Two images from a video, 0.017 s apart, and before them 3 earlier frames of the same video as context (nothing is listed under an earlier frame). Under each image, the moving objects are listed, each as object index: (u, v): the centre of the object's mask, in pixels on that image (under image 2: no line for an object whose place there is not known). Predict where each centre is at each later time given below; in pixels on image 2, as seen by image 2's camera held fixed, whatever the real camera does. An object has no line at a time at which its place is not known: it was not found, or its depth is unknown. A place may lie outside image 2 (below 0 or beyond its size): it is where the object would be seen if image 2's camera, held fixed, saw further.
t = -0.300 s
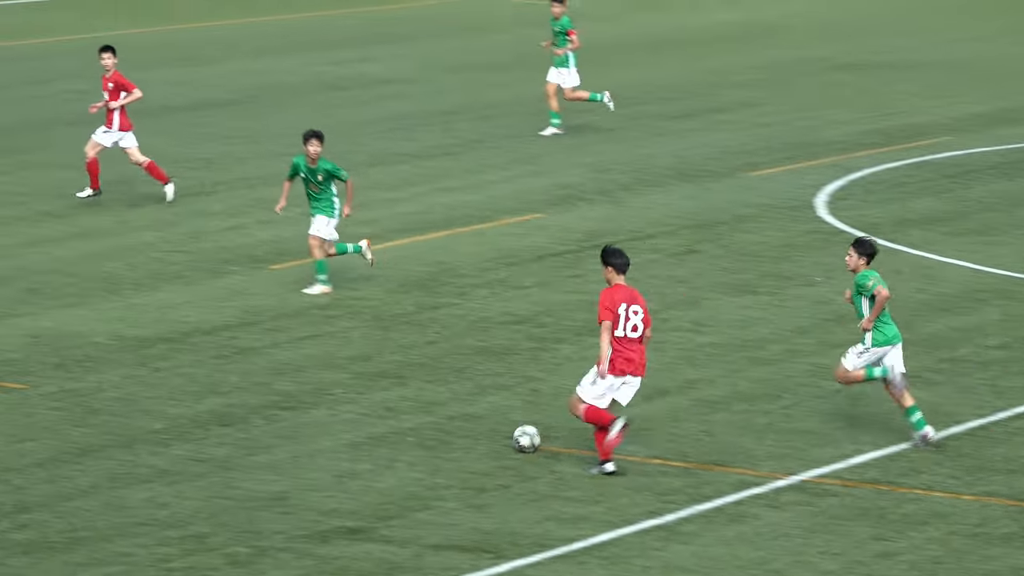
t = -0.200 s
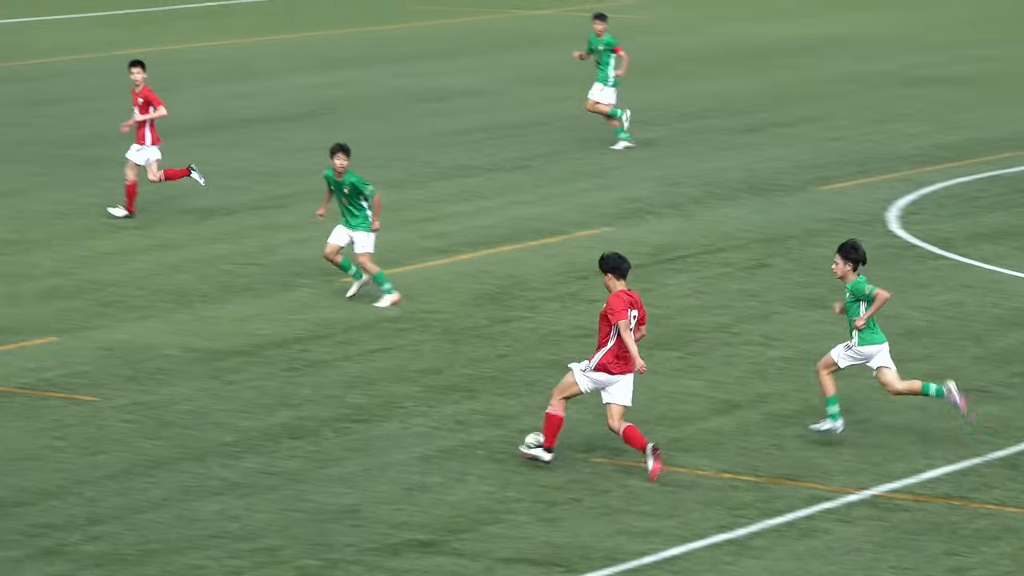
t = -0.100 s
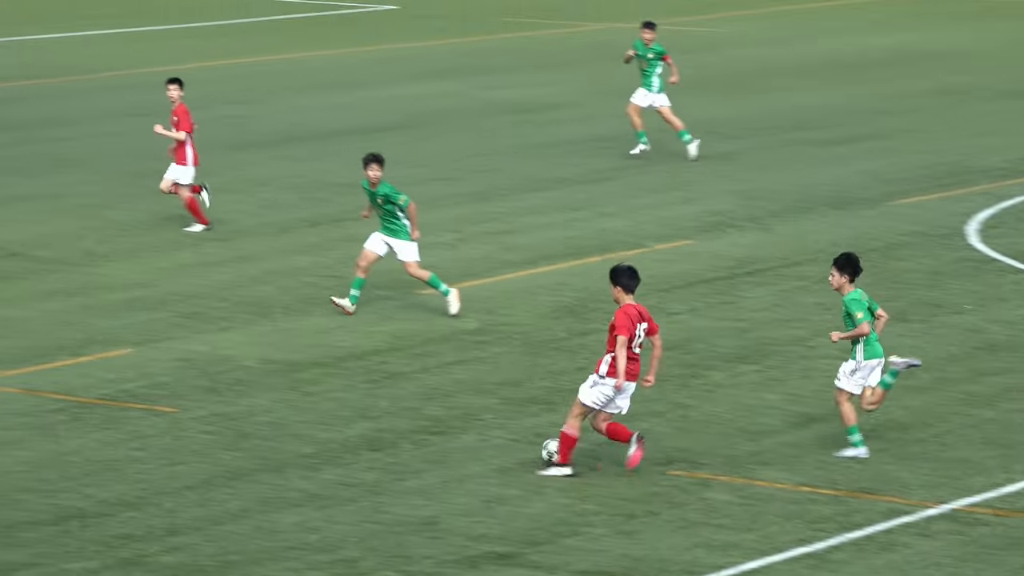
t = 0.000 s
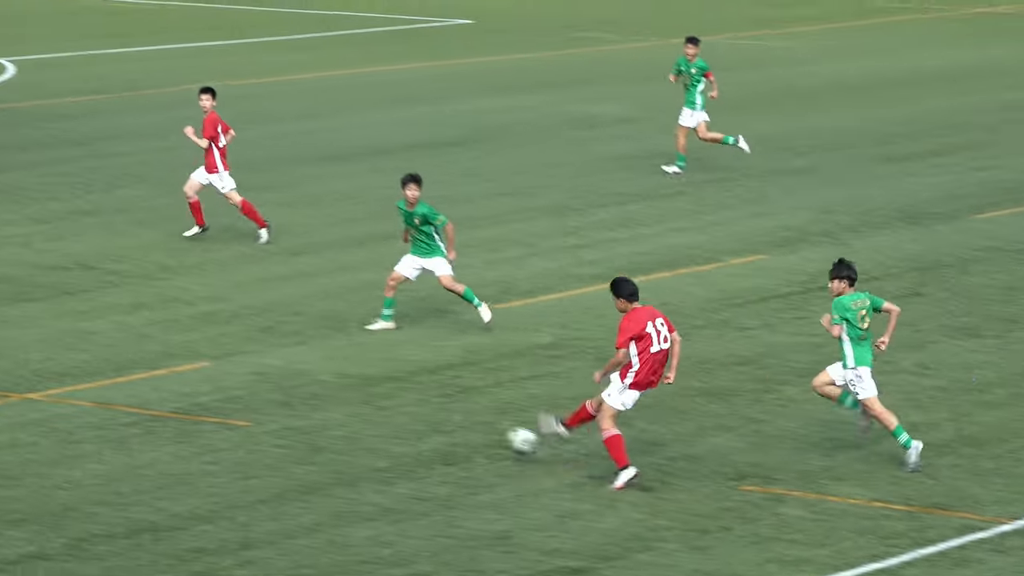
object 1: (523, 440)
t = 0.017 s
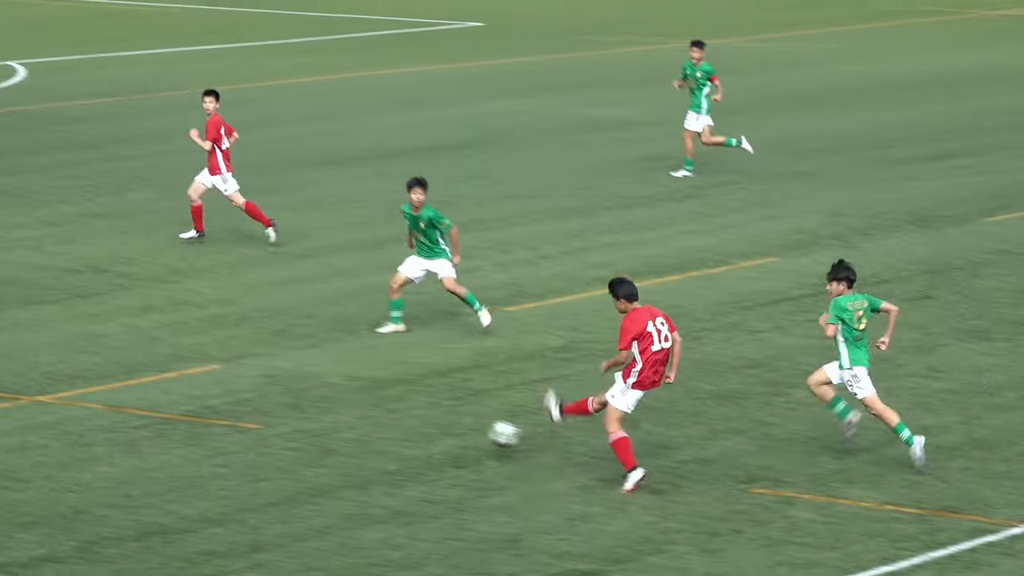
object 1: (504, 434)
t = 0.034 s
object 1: (476, 425)
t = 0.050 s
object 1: (448, 416)
